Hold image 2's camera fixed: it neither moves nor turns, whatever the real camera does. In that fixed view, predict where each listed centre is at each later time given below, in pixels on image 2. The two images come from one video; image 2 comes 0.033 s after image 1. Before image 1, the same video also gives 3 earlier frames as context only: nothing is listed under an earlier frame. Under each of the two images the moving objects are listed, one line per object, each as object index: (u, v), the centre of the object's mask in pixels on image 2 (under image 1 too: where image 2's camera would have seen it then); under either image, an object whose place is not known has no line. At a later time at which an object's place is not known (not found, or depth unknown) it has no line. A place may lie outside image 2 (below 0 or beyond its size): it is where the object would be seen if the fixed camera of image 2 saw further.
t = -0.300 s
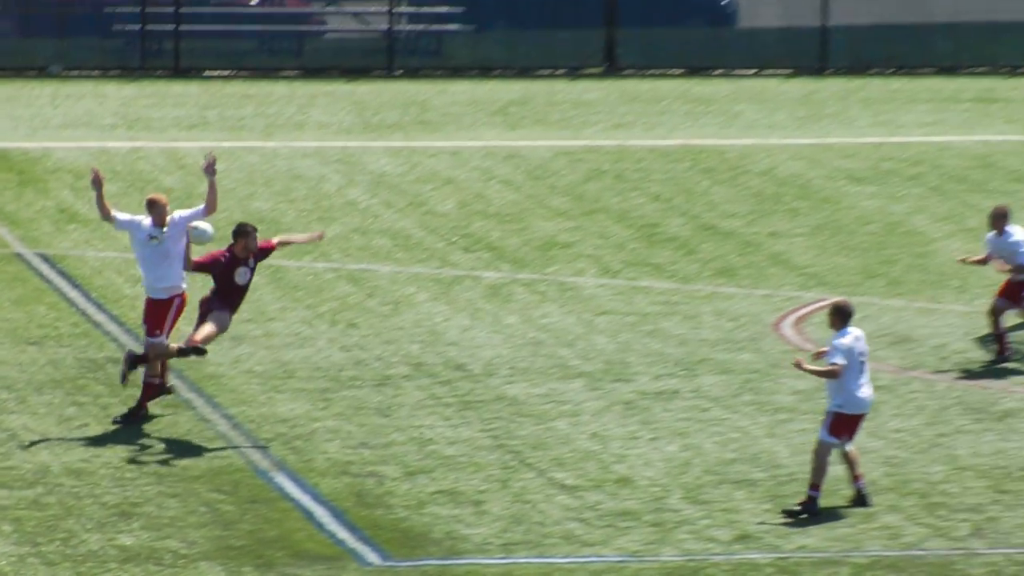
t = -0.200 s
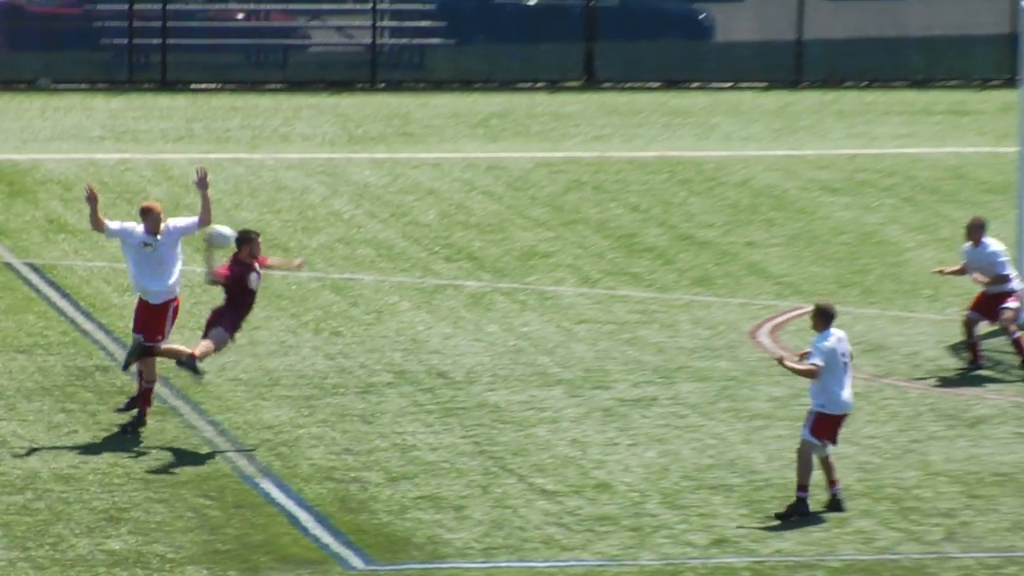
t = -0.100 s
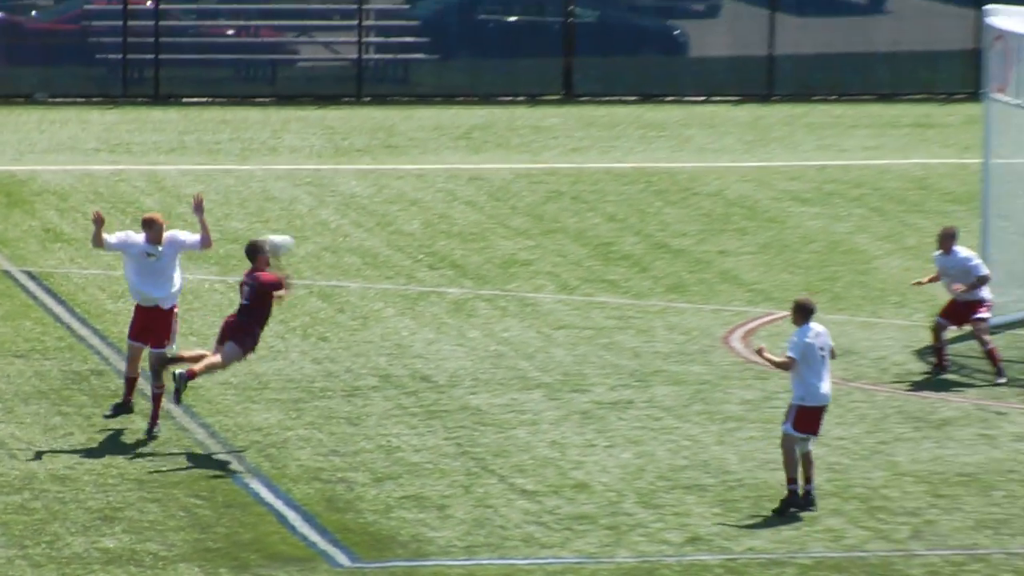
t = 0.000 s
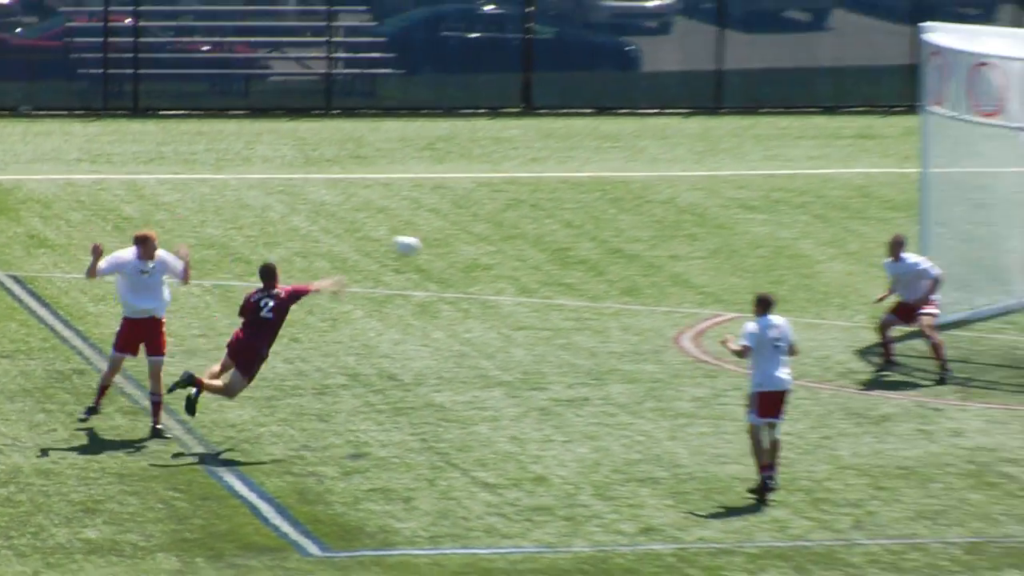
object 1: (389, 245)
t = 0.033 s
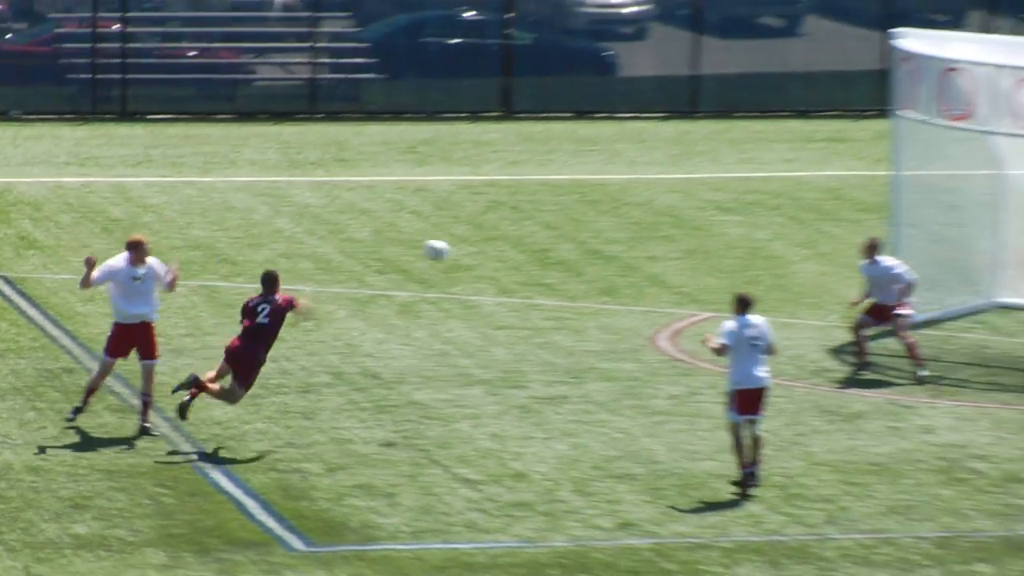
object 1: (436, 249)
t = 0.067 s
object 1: (483, 253)
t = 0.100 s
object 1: (527, 256)
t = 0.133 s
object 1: (571, 262)
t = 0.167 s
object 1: (613, 267)
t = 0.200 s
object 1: (654, 273)
